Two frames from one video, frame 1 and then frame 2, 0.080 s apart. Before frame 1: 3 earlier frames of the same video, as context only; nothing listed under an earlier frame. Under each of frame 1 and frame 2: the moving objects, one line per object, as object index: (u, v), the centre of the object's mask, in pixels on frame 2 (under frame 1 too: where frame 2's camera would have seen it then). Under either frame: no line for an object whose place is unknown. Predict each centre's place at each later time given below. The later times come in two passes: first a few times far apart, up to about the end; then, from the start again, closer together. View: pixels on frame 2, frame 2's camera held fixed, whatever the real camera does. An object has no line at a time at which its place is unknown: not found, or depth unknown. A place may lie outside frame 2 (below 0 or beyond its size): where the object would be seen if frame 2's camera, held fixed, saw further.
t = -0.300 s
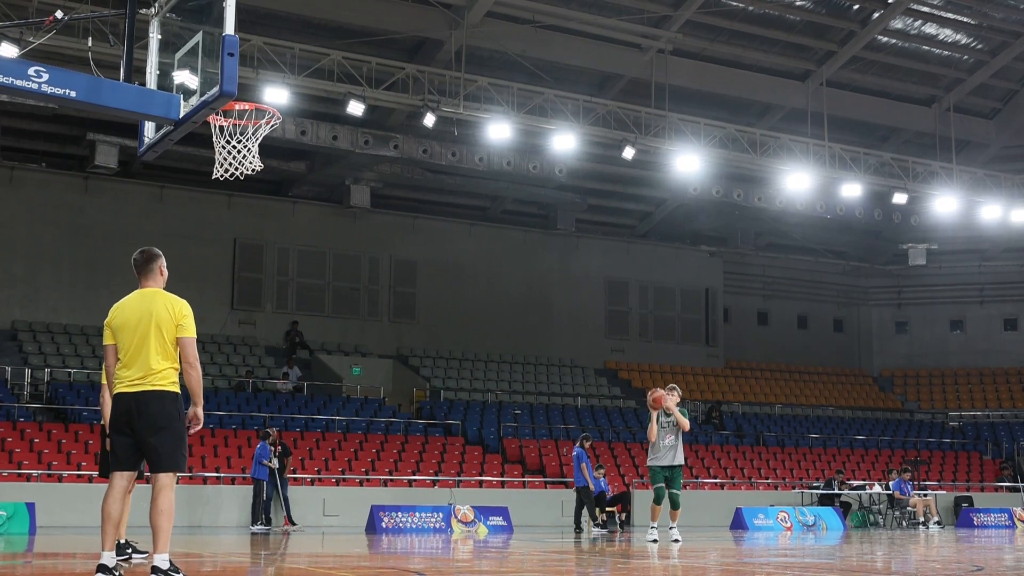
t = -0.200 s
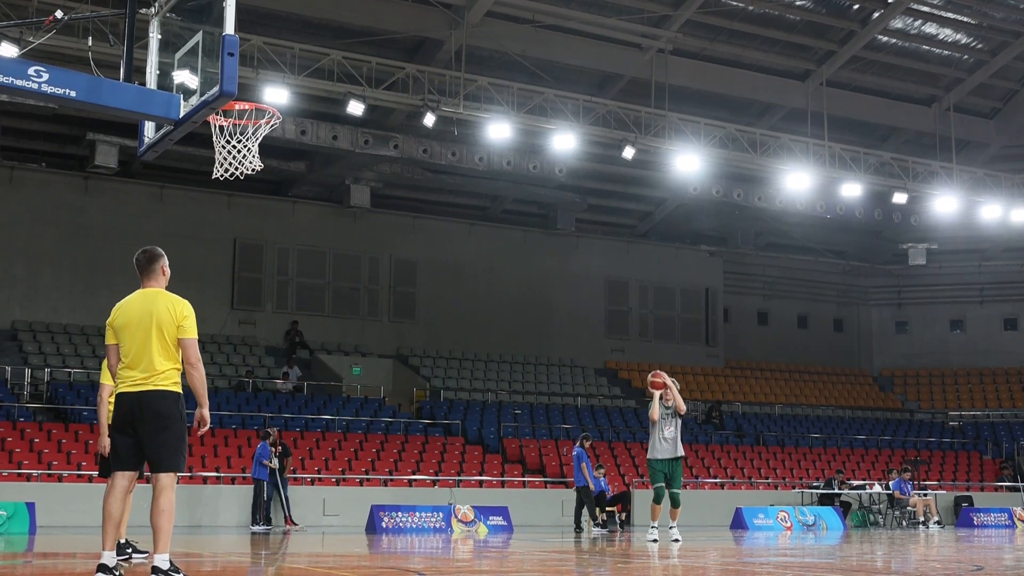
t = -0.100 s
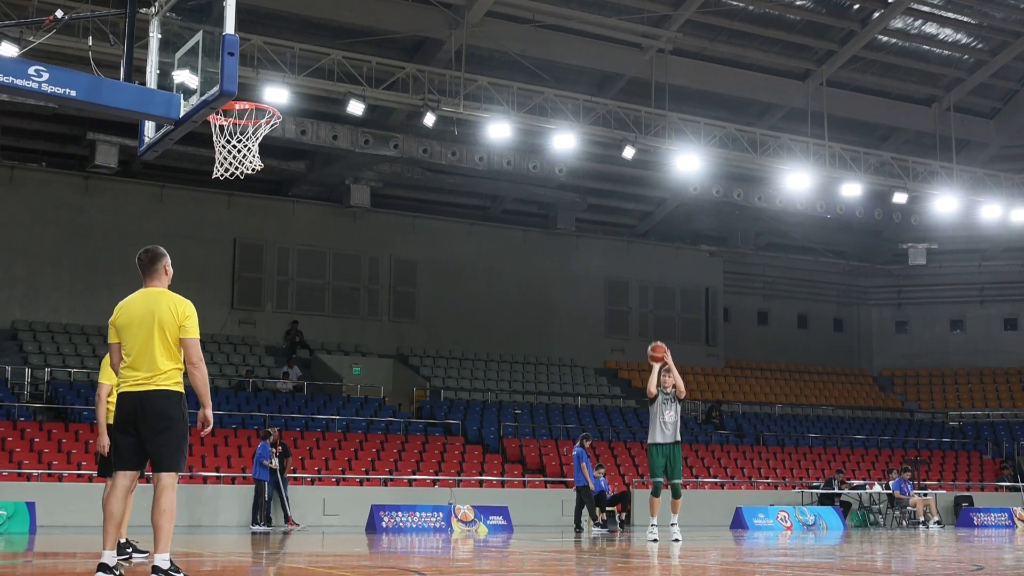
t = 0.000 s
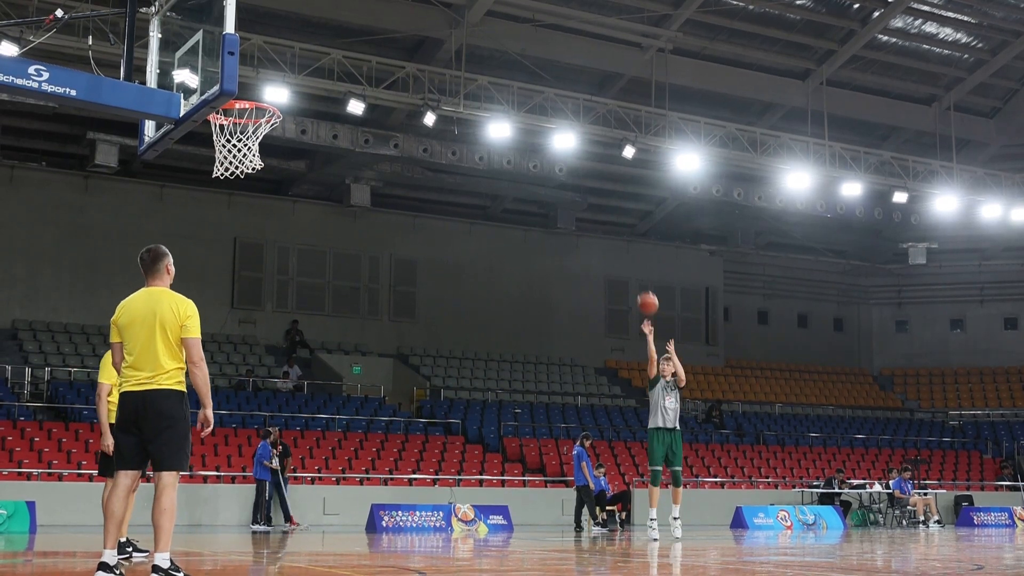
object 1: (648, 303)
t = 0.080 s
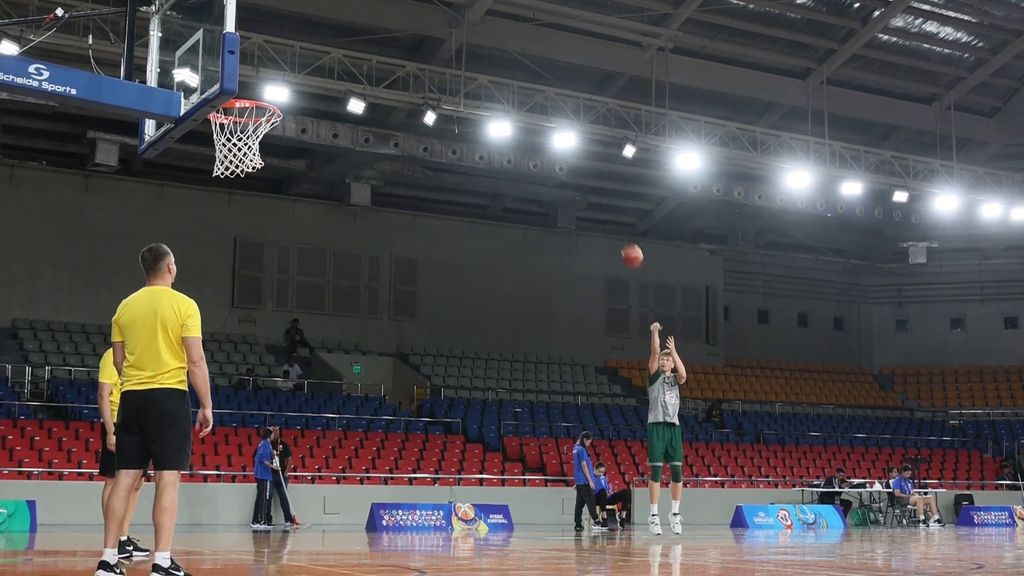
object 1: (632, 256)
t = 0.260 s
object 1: (594, 165)
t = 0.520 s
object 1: (529, 65)
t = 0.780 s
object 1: (450, 16)
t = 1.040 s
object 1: (349, 26)
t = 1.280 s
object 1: (236, 111)
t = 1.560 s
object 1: (267, 157)
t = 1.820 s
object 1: (244, 230)
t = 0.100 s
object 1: (628, 245)
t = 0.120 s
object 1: (624, 234)
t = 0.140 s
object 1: (620, 223)
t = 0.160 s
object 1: (615, 213)
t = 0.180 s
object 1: (611, 203)
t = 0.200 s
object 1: (606, 193)
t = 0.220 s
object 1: (602, 183)
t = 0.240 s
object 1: (598, 174)
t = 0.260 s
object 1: (594, 165)
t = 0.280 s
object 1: (590, 155)
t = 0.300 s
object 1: (586, 146)
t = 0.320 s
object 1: (582, 137)
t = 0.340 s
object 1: (578, 128)
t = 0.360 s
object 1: (571, 119)
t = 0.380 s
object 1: (565, 112)
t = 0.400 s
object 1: (560, 105)
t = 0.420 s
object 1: (555, 98)
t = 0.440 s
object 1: (550, 91)
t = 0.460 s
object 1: (545, 84)
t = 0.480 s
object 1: (539, 77)
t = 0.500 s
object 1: (534, 71)
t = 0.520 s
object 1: (529, 65)
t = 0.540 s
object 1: (523, 59)
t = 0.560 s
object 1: (518, 54)
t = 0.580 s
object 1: (512, 48)
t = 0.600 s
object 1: (506, 43)
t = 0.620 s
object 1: (500, 39)
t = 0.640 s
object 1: (494, 35)
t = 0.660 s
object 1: (488, 30)
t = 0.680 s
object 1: (482, 27)
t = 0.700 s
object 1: (476, 23)
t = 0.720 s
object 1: (470, 20)
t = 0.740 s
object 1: (463, 18)
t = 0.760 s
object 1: (456, 17)
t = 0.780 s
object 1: (450, 16)
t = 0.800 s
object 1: (443, 15)
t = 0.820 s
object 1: (436, 14)
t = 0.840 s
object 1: (429, 14)
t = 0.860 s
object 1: (422, 14)
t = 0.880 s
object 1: (415, 14)
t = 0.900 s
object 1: (407, 14)
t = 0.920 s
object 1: (399, 15)
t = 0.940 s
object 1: (391, 15)
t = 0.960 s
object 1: (384, 17)
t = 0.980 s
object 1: (375, 18)
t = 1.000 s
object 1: (367, 20)
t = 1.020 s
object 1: (358, 22)
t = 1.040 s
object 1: (349, 26)
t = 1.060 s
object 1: (340, 30)
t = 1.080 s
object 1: (331, 34)
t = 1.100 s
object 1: (322, 40)
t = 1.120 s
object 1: (312, 46)
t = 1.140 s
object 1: (303, 53)
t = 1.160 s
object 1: (293, 59)
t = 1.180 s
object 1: (283, 67)
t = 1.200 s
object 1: (271, 75)
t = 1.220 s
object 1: (260, 85)
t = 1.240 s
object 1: (250, 90)
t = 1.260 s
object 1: (245, 95)
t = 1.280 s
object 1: (236, 111)
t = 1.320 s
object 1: (237, 115)
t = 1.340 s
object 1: (249, 119)
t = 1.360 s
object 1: (256, 122)
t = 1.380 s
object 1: (263, 123)
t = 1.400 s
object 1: (268, 125)
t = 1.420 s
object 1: (272, 136)
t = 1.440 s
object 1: (271, 129)
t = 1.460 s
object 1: (268, 126)
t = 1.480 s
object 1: (271, 152)
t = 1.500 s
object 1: (269, 153)
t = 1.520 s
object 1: (269, 154)
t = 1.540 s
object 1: (267, 155)
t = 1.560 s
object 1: (267, 157)
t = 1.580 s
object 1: (264, 160)
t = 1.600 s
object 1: (264, 163)
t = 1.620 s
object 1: (264, 166)
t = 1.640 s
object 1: (262, 169)
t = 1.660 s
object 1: (261, 173)
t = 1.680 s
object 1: (257, 177)
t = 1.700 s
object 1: (255, 182)
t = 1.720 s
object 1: (254, 187)
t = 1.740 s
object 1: (251, 195)
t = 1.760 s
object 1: (250, 203)
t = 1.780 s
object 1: (248, 211)
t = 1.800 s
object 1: (246, 220)
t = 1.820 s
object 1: (244, 230)
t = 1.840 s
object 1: (242, 240)
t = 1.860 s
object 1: (240, 251)
